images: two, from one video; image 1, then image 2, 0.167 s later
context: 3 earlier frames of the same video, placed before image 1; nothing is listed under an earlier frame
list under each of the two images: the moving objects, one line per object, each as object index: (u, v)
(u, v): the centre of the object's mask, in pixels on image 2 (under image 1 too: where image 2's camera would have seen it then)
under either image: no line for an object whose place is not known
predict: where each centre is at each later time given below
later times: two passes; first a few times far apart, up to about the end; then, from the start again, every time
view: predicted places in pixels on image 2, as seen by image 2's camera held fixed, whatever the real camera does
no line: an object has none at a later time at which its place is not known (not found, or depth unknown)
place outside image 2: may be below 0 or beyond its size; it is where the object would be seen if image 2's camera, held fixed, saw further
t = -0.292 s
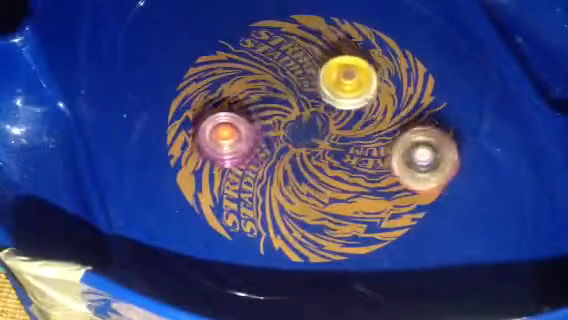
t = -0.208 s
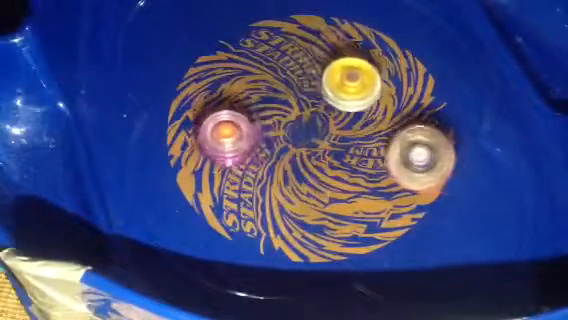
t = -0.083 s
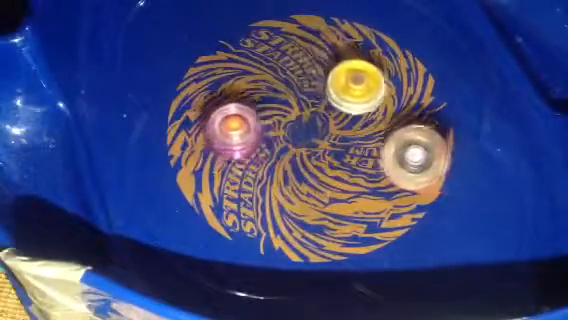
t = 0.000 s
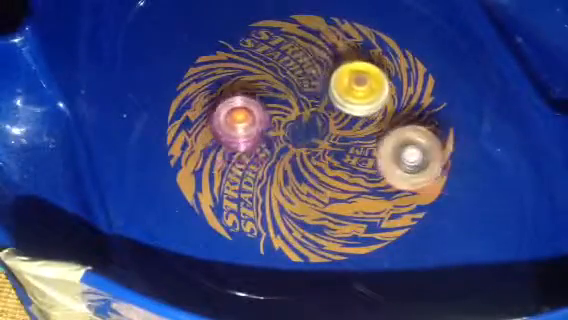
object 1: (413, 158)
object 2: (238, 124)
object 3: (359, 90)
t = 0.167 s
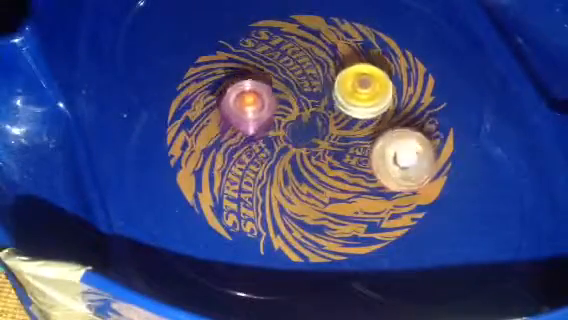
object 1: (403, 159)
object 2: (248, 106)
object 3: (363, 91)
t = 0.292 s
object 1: (400, 163)
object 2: (257, 92)
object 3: (365, 91)
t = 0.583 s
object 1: (397, 171)
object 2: (279, 65)
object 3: (366, 90)
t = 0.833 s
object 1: (400, 170)
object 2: (298, 45)
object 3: (365, 84)
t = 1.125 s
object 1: (400, 167)
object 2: (319, 32)
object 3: (359, 73)
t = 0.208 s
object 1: (402, 160)
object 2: (251, 100)
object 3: (364, 91)
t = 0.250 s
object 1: (400, 161)
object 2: (254, 97)
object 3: (364, 91)
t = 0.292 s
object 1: (400, 163)
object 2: (257, 92)
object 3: (365, 91)
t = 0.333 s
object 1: (399, 164)
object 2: (259, 88)
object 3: (365, 91)
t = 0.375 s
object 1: (398, 165)
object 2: (263, 84)
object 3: (365, 91)
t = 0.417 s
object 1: (398, 166)
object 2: (267, 80)
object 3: (366, 90)
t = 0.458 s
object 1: (397, 167)
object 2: (270, 75)
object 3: (366, 90)
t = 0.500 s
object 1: (397, 169)
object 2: (274, 72)
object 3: (366, 90)
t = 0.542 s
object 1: (397, 170)
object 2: (277, 68)
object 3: (366, 90)
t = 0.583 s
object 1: (397, 171)
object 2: (279, 65)
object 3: (366, 90)
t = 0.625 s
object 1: (398, 171)
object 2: (282, 61)
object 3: (366, 90)
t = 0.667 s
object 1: (398, 171)
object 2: (286, 57)
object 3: (366, 89)
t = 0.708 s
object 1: (398, 172)
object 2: (289, 53)
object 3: (366, 89)
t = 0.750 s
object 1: (399, 171)
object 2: (292, 50)
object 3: (366, 86)
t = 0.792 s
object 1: (399, 171)
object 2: (293, 48)
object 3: (366, 86)
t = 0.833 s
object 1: (400, 170)
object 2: (298, 45)
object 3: (365, 84)
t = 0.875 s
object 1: (401, 170)
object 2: (300, 43)
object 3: (365, 83)
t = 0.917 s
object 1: (401, 169)
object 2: (304, 40)
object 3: (365, 82)
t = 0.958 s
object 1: (401, 169)
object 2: (307, 37)
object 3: (364, 80)
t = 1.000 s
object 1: (401, 169)
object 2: (310, 36)
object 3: (363, 78)
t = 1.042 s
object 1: (401, 168)
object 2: (313, 34)
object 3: (362, 76)
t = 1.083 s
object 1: (401, 168)
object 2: (316, 33)
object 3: (360, 74)
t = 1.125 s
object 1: (400, 167)
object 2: (319, 32)
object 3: (359, 73)
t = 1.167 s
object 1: (400, 166)
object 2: (321, 28)
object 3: (360, 73)
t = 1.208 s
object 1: (399, 165)
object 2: (320, 23)
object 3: (360, 74)
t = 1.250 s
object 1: (399, 166)
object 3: (360, 74)
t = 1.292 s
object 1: (397, 164)
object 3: (360, 74)
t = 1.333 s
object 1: (395, 163)
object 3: (360, 73)
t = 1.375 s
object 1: (394, 163)
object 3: (360, 73)
